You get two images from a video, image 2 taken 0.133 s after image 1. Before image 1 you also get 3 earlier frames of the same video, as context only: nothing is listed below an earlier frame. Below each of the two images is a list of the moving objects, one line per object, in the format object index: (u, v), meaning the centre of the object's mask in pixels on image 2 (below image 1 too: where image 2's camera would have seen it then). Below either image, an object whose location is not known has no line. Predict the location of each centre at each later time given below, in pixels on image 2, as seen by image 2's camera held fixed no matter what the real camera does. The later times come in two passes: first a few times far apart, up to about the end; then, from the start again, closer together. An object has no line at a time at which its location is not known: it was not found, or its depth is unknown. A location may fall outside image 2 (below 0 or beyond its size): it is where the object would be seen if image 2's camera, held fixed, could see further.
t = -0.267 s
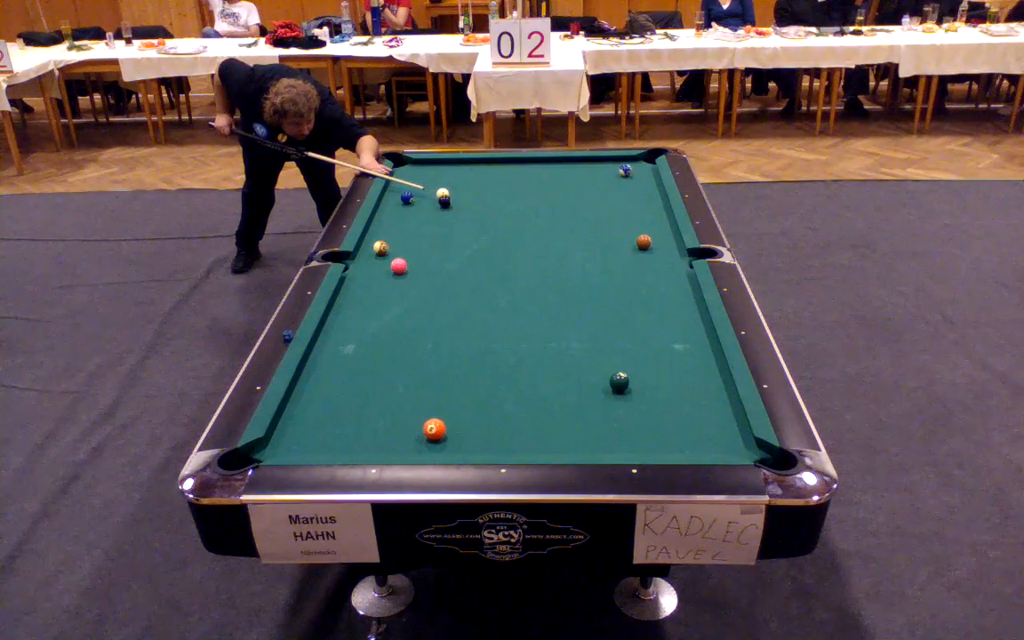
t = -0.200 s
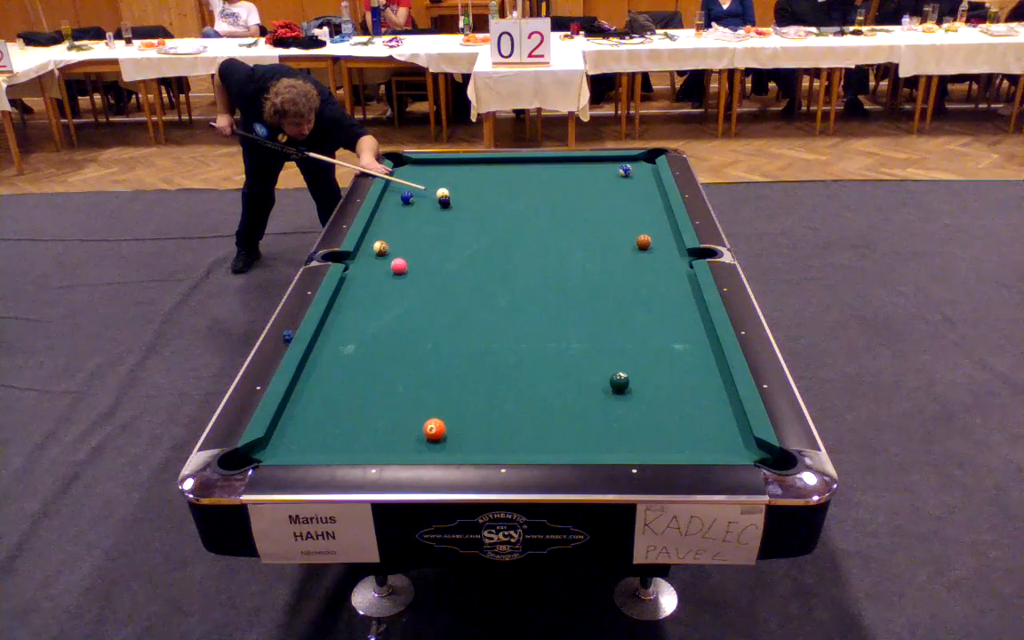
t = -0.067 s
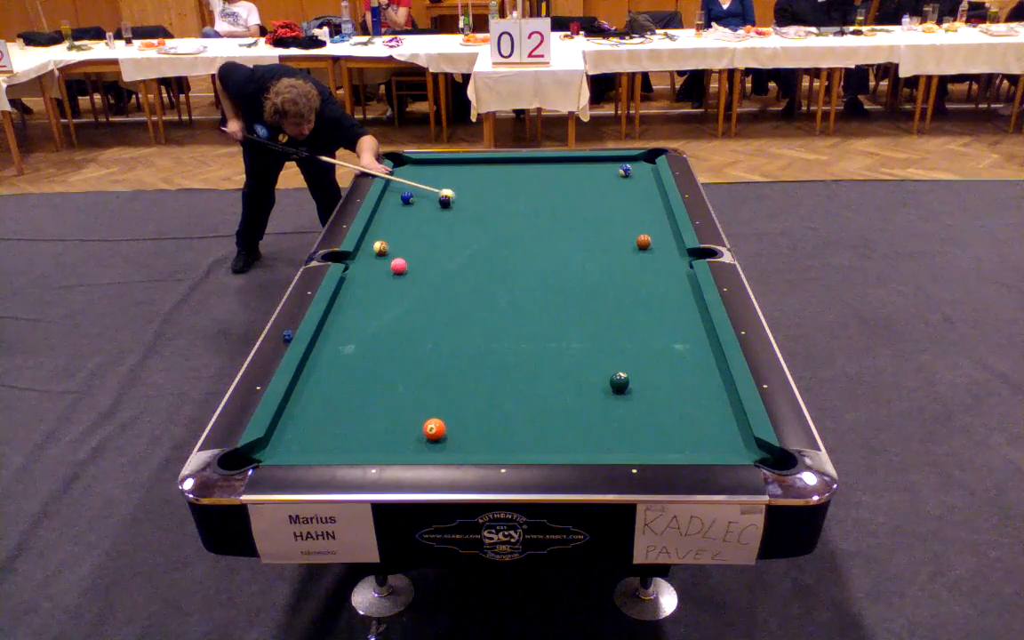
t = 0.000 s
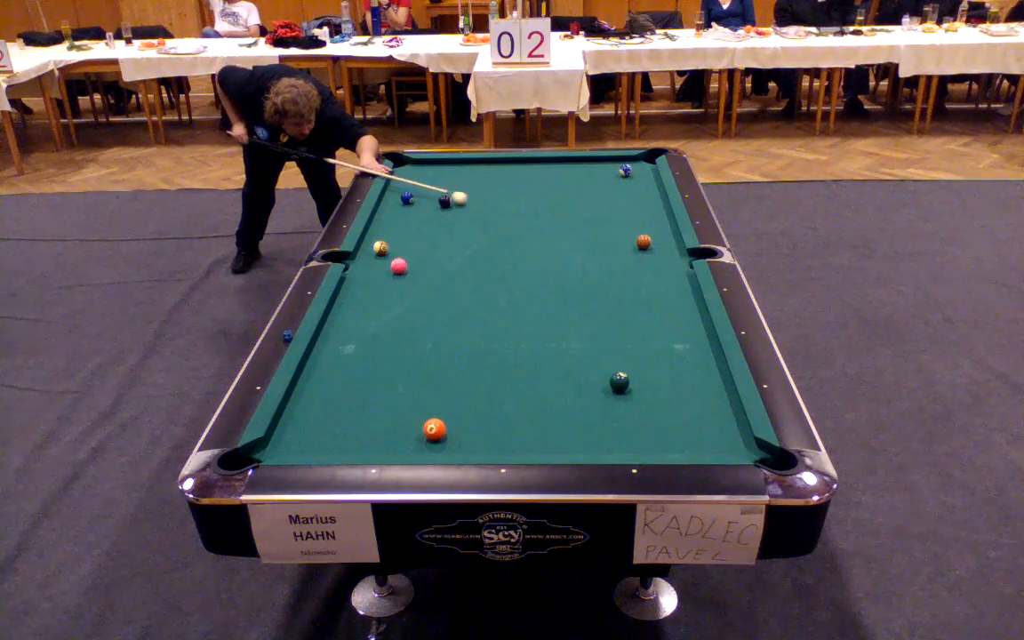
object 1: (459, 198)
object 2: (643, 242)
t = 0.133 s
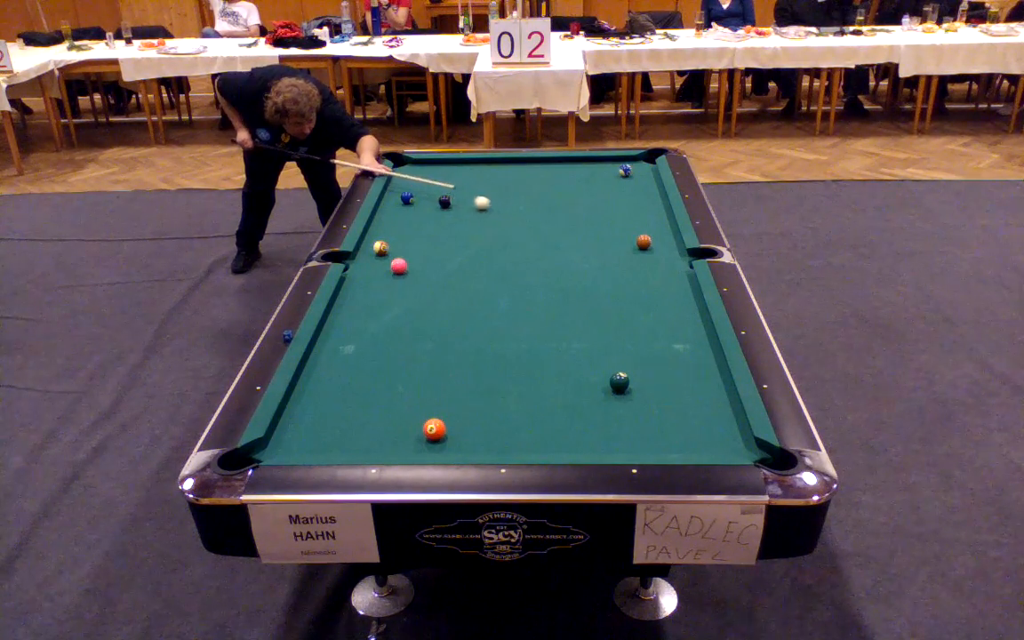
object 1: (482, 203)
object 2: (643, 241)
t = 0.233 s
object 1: (499, 207)
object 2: (643, 242)
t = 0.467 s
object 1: (539, 216)
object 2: (643, 241)
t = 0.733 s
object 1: (588, 227)
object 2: (643, 242)
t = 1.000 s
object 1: (635, 236)
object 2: (646, 243)
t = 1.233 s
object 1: (657, 236)
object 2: (668, 253)
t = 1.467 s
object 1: (672, 235)
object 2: (686, 261)
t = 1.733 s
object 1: (659, 235)
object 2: (681, 255)
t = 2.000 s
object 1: (647, 235)
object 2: (677, 250)
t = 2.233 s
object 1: (638, 235)
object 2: (673, 246)
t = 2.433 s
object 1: (632, 234)
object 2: (671, 243)
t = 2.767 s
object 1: (622, 234)
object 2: (667, 240)
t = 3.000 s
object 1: (618, 234)
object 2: (664, 237)
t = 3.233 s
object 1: (614, 234)
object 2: (662, 236)
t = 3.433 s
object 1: (612, 234)
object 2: (661, 235)
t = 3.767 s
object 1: (610, 233)
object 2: (659, 234)
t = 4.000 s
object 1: (610, 234)
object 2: (659, 234)
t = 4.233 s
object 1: (610, 233)
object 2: (659, 234)
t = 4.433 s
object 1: (610, 233)
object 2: (659, 234)
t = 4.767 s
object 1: (610, 233)
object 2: (659, 234)
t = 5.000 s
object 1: (610, 234)
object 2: (659, 234)
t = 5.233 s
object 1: (610, 233)
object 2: (659, 234)
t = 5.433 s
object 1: (610, 233)
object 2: (659, 234)
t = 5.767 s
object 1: (610, 233)
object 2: (659, 234)
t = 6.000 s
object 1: (610, 233)
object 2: (659, 234)
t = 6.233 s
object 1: (610, 233)
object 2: (659, 234)
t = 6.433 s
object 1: (610, 233)
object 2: (659, 234)
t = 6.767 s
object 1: (610, 233)
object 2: (659, 234)
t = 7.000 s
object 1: (610, 233)
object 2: (659, 234)
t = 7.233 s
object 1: (610, 233)
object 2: (659, 234)
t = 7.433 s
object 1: (610, 233)
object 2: (659, 234)
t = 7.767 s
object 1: (610, 233)
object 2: (659, 234)
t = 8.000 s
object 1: (610, 233)
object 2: (659, 234)
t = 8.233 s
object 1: (610, 233)
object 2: (659, 234)
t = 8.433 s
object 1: (610, 233)
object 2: (659, 234)
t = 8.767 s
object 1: (610, 233)
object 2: (659, 234)
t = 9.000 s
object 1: (610, 233)
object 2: (659, 234)
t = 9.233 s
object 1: (610, 233)
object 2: (659, 234)
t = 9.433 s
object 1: (610, 233)
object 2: (659, 234)
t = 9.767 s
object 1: (610, 234)
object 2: (659, 234)
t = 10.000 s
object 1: (610, 234)
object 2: (659, 234)
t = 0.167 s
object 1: (487, 204)
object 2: (643, 241)
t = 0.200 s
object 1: (493, 205)
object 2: (643, 242)
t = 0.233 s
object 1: (499, 207)
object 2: (643, 242)
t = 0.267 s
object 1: (505, 208)
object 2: (643, 242)
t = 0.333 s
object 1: (516, 210)
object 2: (643, 242)
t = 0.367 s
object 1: (522, 212)
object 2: (643, 242)
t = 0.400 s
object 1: (528, 213)
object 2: (643, 242)
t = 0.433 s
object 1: (534, 214)
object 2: (643, 241)
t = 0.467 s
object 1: (539, 216)
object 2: (643, 241)
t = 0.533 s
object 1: (551, 218)
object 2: (643, 241)
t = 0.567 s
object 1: (558, 220)
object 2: (643, 241)
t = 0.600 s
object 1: (564, 221)
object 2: (643, 241)
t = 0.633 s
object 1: (570, 223)
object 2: (643, 241)
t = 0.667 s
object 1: (575, 224)
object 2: (643, 241)
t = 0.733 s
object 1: (588, 227)
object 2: (643, 242)
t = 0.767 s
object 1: (594, 228)
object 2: (643, 241)
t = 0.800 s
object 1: (601, 229)
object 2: (643, 241)
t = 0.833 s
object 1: (607, 231)
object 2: (643, 241)
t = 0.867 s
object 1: (613, 232)
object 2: (643, 241)
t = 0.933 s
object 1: (625, 235)
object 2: (643, 242)
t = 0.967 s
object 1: (632, 236)
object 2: (644, 242)
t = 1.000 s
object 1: (635, 236)
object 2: (646, 243)
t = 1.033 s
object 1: (638, 236)
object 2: (650, 244)
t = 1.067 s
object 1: (641, 236)
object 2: (653, 245)
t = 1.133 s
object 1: (648, 236)
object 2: (659, 249)
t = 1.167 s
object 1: (650, 236)
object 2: (662, 250)
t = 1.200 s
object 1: (653, 236)
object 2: (665, 252)
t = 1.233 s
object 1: (657, 236)
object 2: (668, 253)
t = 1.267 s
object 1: (660, 236)
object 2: (670, 254)
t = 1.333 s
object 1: (665, 235)
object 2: (676, 256)
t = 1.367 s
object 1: (668, 235)
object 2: (680, 258)
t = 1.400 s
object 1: (671, 236)
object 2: (683, 260)
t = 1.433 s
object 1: (673, 235)
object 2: (685, 261)
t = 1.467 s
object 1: (672, 235)
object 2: (686, 261)
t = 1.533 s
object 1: (668, 235)
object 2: (685, 260)
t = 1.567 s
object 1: (667, 235)
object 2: (684, 259)
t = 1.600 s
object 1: (665, 235)
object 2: (684, 258)
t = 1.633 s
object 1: (664, 235)
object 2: (683, 257)
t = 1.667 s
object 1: (662, 235)
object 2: (682, 256)
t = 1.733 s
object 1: (659, 235)
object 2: (681, 255)
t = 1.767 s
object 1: (657, 235)
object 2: (681, 255)
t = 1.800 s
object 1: (656, 235)
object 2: (680, 254)
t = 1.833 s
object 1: (654, 235)
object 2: (679, 253)
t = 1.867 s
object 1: (653, 235)
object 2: (679, 253)
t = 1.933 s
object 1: (650, 235)
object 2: (678, 251)
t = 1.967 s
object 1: (649, 235)
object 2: (678, 251)
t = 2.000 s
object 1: (647, 235)
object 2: (677, 250)
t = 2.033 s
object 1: (646, 235)
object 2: (676, 249)
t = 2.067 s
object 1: (644, 235)
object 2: (676, 249)
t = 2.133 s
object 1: (642, 235)
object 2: (675, 248)
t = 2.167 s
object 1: (641, 235)
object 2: (674, 247)
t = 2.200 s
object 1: (639, 235)
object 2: (674, 247)
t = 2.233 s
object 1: (638, 235)
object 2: (673, 246)
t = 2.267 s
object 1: (637, 235)
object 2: (673, 246)
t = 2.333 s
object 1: (635, 234)
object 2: (672, 245)
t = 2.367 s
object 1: (634, 235)
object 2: (672, 244)
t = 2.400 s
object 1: (633, 235)
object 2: (671, 244)
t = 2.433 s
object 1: (632, 234)
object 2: (671, 243)
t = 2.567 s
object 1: (628, 234)
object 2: (669, 242)
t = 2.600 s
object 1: (627, 235)
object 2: (669, 242)
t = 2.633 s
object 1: (626, 235)
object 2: (668, 241)
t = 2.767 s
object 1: (622, 234)
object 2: (667, 240)
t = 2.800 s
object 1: (622, 234)
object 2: (666, 239)
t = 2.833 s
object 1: (621, 234)
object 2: (666, 239)
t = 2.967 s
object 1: (618, 234)
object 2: (664, 238)
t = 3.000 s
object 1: (618, 234)
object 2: (664, 237)
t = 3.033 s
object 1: (617, 234)
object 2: (664, 237)
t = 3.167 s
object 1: (615, 234)
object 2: (662, 236)
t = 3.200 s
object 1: (614, 234)
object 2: (662, 236)
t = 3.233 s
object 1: (614, 234)
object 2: (662, 236)
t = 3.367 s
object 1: (612, 234)
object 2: (661, 235)
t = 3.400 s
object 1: (612, 234)
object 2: (661, 235)
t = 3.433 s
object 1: (612, 234)
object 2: (661, 235)
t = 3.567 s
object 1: (611, 234)
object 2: (660, 234)
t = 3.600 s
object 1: (610, 234)
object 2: (660, 234)
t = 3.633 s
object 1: (610, 234)
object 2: (660, 234)
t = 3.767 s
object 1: (610, 233)
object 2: (659, 234)
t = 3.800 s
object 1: (610, 233)
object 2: (659, 234)
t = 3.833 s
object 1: (610, 233)
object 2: (659, 234)
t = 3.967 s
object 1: (610, 234)
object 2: (659, 234)
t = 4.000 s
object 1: (610, 234)
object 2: (659, 234)
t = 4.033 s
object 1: (610, 233)
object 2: (659, 234)
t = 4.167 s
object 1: (610, 233)
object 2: (659, 234)
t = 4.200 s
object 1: (610, 233)
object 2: (659, 234)
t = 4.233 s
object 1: (610, 233)
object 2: (659, 234)
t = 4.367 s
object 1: (610, 233)
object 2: (659, 234)
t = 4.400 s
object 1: (610, 233)
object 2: (659, 234)
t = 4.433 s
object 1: (610, 233)
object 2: (659, 234)
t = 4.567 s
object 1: (610, 233)
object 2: (659, 234)
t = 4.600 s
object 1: (610, 233)
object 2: (659, 234)
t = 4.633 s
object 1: (610, 233)
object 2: (659, 234)
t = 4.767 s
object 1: (610, 233)
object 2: (659, 234)
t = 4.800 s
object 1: (610, 233)
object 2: (659, 234)
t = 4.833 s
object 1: (610, 233)
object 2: (659, 234)
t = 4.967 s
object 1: (610, 233)
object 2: (659, 234)
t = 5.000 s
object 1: (610, 234)
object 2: (659, 234)
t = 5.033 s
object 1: (610, 234)
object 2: (659, 234)
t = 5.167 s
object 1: (610, 233)
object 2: (659, 234)
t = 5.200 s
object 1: (610, 233)
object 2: (659, 234)
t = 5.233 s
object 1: (610, 233)
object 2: (659, 234)
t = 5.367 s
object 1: (610, 233)
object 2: (659, 234)
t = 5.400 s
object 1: (610, 233)
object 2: (659, 234)
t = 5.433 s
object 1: (610, 233)
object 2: (659, 234)
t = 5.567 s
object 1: (610, 233)
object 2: (659, 234)
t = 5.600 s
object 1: (610, 233)
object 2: (659, 234)
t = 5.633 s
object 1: (610, 233)
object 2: (659, 234)
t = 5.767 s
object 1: (610, 233)
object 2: (659, 234)
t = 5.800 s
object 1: (610, 233)
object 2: (659, 234)
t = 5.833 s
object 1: (610, 233)
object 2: (659, 234)
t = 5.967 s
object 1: (610, 233)
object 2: (659, 234)
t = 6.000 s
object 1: (610, 233)
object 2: (659, 234)
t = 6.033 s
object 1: (610, 233)
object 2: (659, 234)
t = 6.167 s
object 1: (610, 233)
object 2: (659, 234)
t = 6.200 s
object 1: (610, 233)
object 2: (659, 234)
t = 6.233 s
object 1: (610, 233)
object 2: (659, 234)
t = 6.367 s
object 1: (610, 233)
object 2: (659, 234)
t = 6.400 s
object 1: (610, 233)
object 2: (659, 234)
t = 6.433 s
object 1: (610, 233)
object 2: (659, 234)
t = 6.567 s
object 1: (610, 233)
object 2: (659, 234)
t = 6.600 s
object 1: (610, 233)
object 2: (659, 234)
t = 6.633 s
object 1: (610, 233)
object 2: (659, 234)
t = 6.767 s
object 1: (610, 233)
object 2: (659, 234)
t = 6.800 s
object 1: (610, 233)
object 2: (659, 234)
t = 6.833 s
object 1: (610, 233)
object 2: (659, 234)
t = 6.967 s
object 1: (610, 233)
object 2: (659, 234)
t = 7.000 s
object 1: (610, 233)
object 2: (659, 234)
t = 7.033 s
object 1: (610, 233)
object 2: (659, 234)
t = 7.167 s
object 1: (610, 233)
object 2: (659, 234)
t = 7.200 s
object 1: (610, 233)
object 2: (659, 234)
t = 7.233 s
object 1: (610, 233)
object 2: (659, 234)
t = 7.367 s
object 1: (610, 233)
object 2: (659, 234)
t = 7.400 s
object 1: (610, 233)
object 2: (659, 234)
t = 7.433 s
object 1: (610, 233)
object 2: (659, 234)
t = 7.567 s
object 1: (610, 233)
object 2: (659, 234)
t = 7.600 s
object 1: (610, 233)
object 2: (659, 234)
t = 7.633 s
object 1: (610, 233)
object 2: (659, 234)
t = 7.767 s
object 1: (610, 233)
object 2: (659, 234)
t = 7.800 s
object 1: (610, 233)
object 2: (659, 234)
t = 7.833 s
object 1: (610, 233)
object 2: (659, 234)
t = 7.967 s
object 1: (610, 233)
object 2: (659, 234)
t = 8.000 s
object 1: (610, 233)
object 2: (659, 234)
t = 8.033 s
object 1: (610, 233)
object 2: (659, 234)
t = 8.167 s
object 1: (610, 233)
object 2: (659, 234)
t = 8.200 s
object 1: (610, 233)
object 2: (659, 234)
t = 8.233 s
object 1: (610, 233)
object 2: (659, 234)
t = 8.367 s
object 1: (610, 233)
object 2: (659, 234)
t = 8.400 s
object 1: (610, 233)
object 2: (659, 234)
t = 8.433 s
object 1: (610, 233)
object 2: (659, 234)
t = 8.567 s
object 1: (610, 233)
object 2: (659, 234)
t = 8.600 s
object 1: (610, 233)
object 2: (659, 234)
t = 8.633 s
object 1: (610, 234)
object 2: (659, 234)
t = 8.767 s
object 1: (610, 233)
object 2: (659, 234)
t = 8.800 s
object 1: (610, 233)
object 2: (659, 234)
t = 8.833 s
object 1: (610, 233)
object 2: (659, 234)
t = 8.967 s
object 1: (610, 233)
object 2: (659, 234)
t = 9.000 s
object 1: (610, 233)
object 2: (659, 234)
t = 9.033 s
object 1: (610, 233)
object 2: (659, 234)
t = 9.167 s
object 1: (610, 233)
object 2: (659, 234)
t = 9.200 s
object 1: (610, 233)
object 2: (659, 234)
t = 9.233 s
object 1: (610, 233)
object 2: (659, 234)
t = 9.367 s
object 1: (610, 233)
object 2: (659, 234)
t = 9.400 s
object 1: (610, 233)
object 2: (659, 234)
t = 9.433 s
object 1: (610, 233)
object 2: (659, 234)
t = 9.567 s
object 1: (610, 233)
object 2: (659, 234)
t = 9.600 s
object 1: (610, 233)
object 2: (659, 234)
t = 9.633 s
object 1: (610, 233)
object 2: (659, 234)
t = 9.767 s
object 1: (610, 234)
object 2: (659, 234)
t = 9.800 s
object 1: (610, 234)
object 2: (659, 234)
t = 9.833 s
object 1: (610, 234)
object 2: (659, 234)
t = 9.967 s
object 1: (610, 234)
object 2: (659, 234)
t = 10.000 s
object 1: (610, 234)
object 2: (659, 234)
